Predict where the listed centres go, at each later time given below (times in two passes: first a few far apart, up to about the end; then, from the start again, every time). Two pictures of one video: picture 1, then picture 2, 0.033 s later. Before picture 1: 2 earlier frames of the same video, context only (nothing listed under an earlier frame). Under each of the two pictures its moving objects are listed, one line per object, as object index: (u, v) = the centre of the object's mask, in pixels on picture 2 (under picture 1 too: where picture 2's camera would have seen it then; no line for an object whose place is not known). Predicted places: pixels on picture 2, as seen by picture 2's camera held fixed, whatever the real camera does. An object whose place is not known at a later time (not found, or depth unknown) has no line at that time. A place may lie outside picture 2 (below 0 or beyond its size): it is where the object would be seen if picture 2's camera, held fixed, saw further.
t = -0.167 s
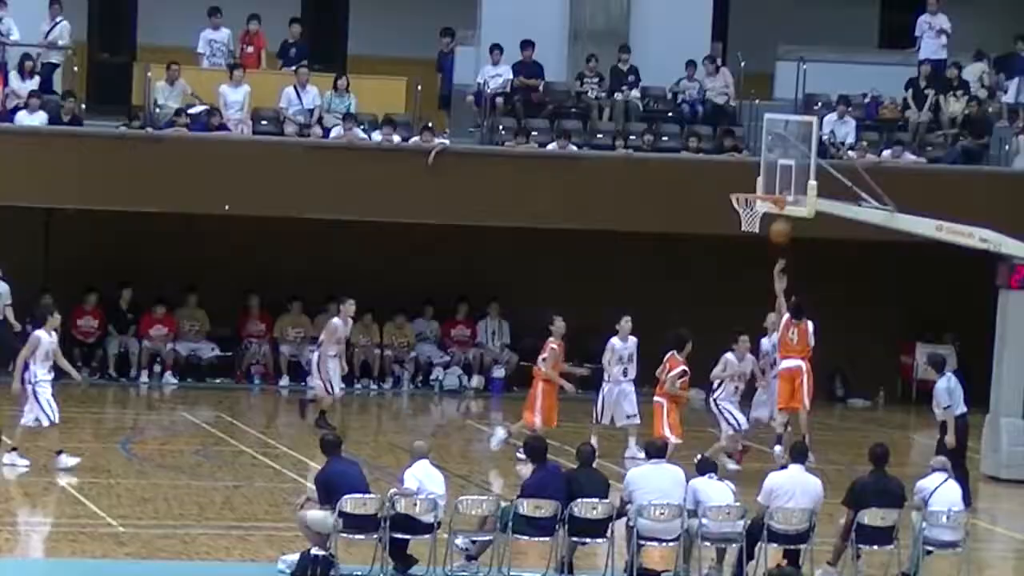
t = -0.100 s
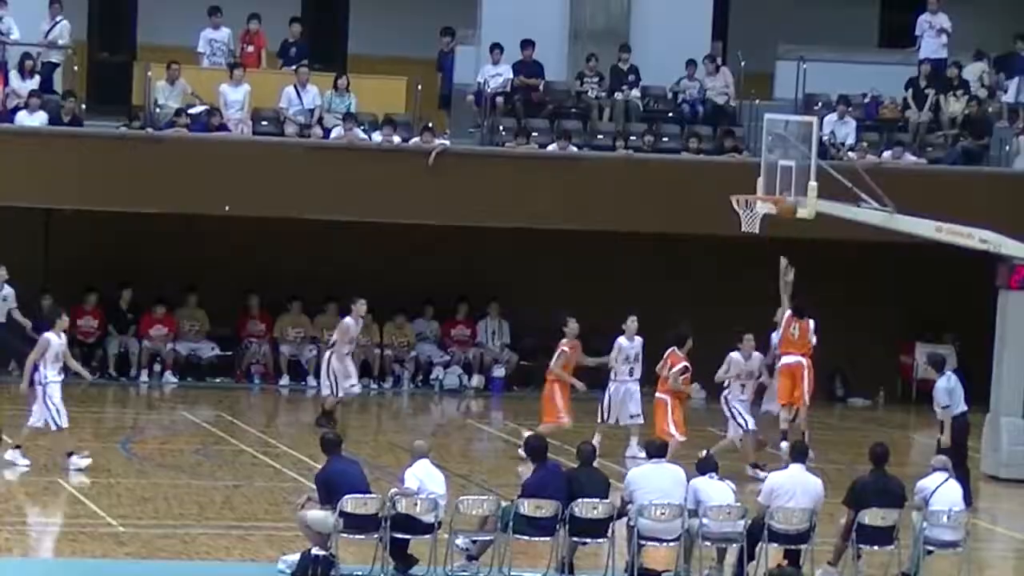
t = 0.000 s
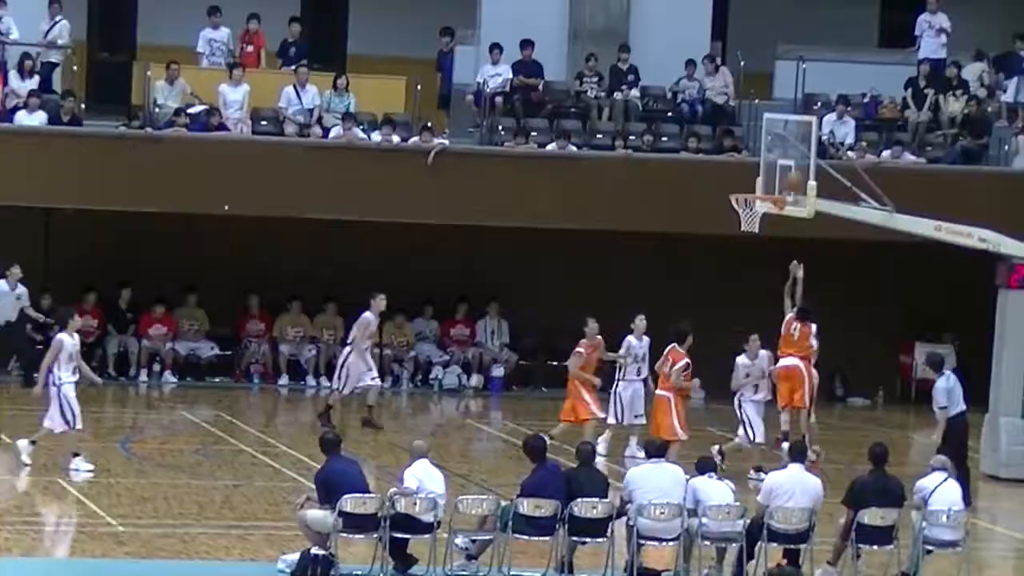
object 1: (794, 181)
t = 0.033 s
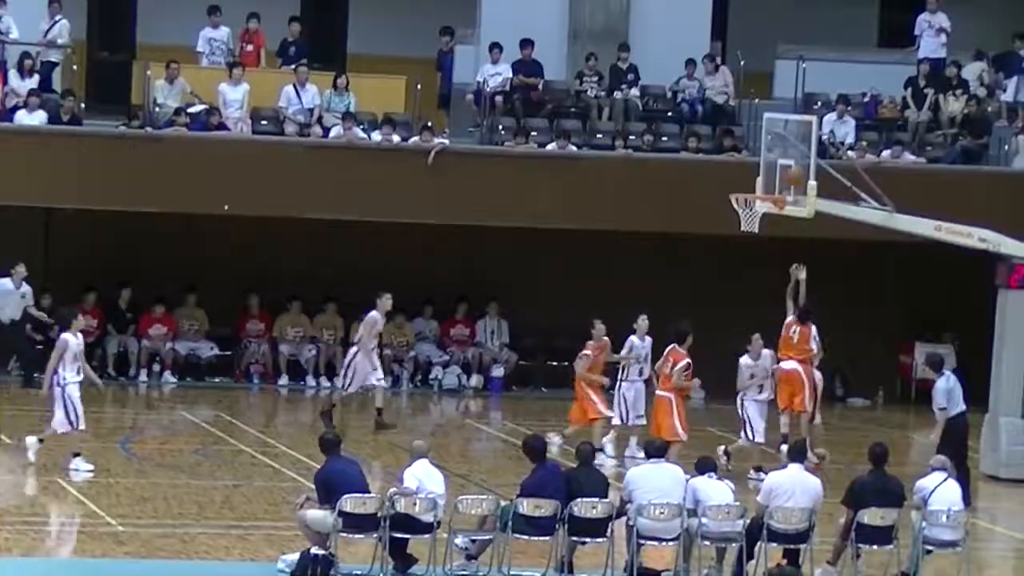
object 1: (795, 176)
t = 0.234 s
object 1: (770, 174)
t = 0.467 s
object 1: (738, 194)
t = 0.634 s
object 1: (719, 219)
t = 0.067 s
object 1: (791, 174)
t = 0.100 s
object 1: (787, 171)
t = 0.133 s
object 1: (783, 173)
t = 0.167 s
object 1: (777, 173)
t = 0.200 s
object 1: (774, 174)
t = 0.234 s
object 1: (770, 174)
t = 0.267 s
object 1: (761, 180)
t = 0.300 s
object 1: (757, 185)
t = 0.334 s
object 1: (754, 189)
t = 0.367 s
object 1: (750, 189)
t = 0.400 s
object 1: (746, 190)
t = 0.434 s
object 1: (743, 191)
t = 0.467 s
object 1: (738, 194)
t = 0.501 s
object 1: (735, 197)
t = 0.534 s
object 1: (731, 200)
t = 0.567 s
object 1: (726, 206)
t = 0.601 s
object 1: (723, 212)
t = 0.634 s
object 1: (719, 219)
